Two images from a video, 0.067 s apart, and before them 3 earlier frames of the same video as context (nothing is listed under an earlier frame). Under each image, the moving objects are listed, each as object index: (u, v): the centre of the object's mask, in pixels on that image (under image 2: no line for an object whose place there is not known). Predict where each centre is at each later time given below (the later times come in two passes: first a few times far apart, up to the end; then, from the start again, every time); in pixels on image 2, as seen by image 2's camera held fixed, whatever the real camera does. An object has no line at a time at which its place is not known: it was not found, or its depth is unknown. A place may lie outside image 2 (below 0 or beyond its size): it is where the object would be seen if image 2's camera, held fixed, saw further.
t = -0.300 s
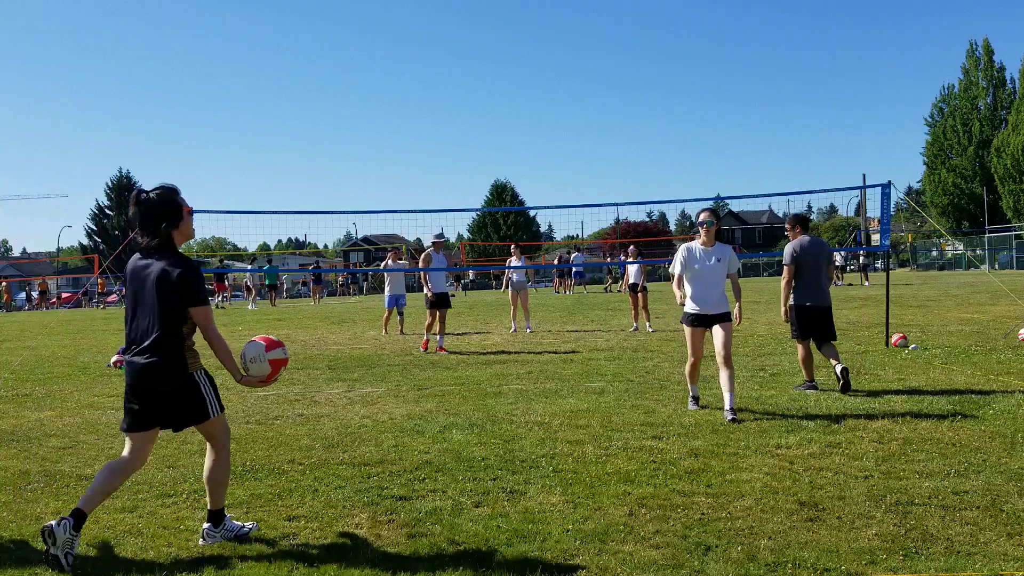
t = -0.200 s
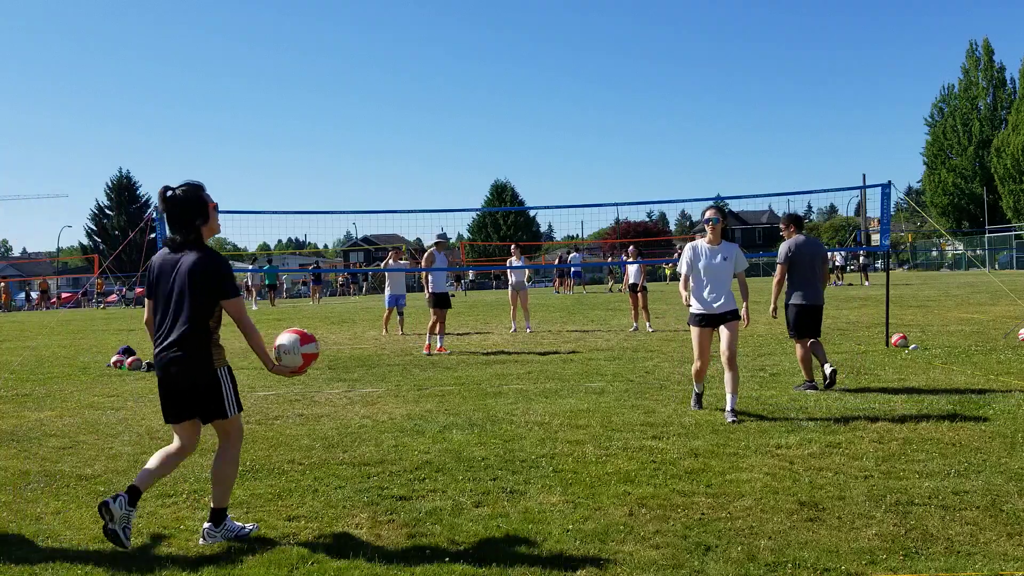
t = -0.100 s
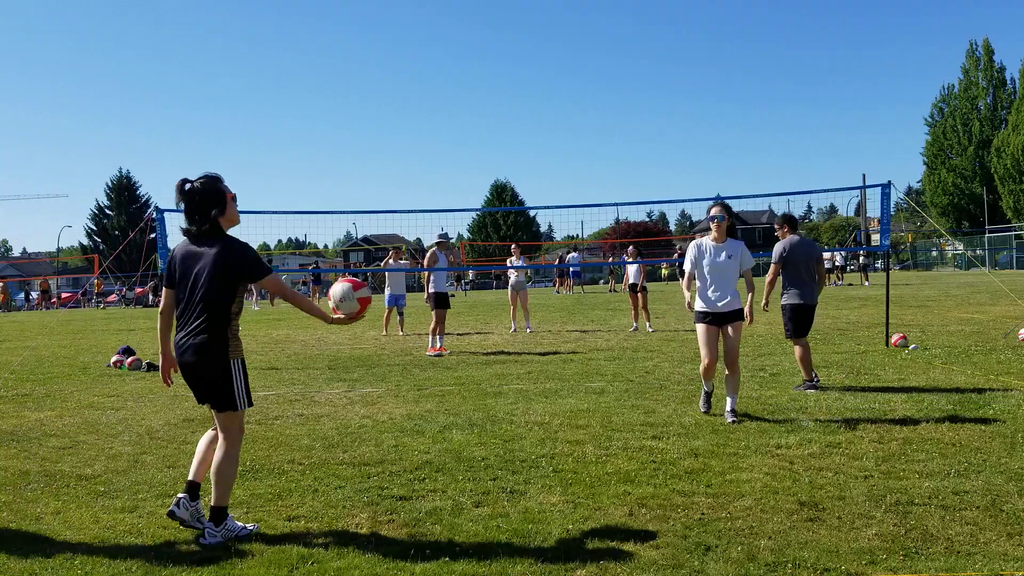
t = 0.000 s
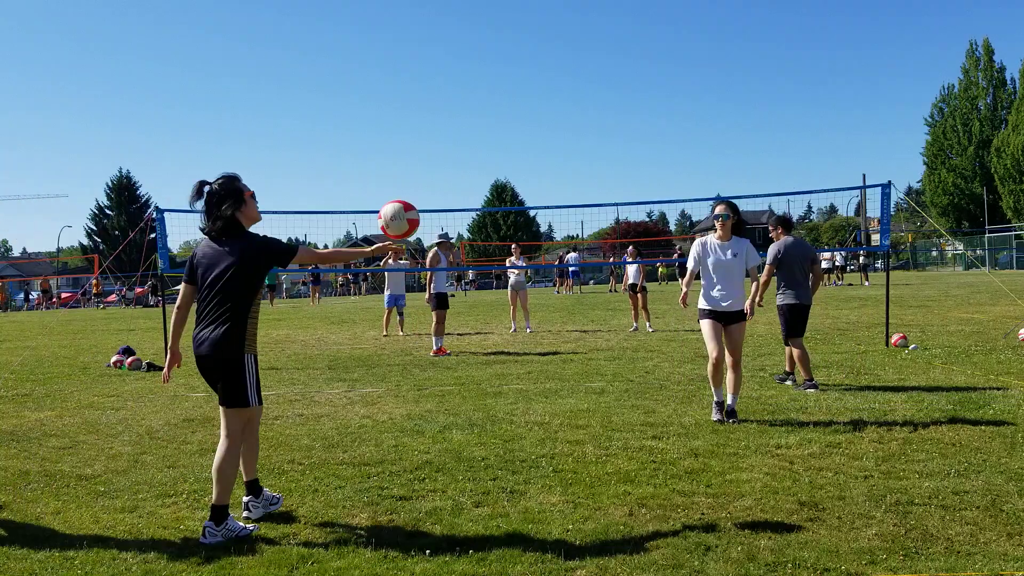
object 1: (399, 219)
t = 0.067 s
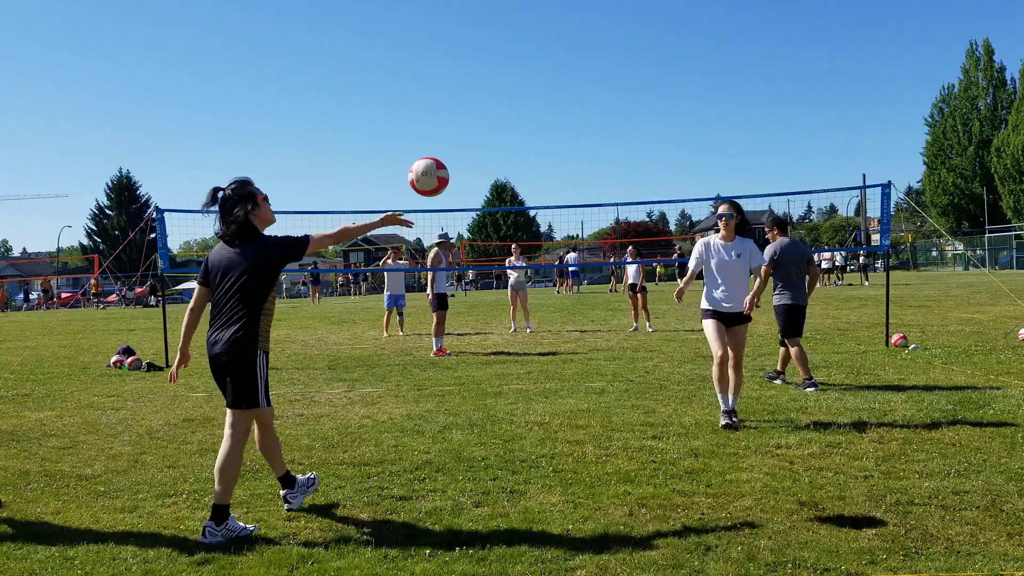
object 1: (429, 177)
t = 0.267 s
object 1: (513, 101)
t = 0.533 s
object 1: (618, 113)
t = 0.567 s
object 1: (630, 123)
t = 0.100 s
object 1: (443, 159)
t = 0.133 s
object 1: (457, 143)
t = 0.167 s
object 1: (472, 129)
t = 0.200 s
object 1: (486, 118)
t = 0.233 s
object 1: (499, 109)
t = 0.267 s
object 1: (513, 101)
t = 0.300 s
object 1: (527, 96)
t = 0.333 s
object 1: (540, 93)
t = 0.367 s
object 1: (553, 92)
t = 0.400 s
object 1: (566, 93)
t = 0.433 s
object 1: (579, 95)
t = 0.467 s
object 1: (592, 100)
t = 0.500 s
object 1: (605, 106)
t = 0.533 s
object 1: (618, 113)
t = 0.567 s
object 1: (630, 123)
